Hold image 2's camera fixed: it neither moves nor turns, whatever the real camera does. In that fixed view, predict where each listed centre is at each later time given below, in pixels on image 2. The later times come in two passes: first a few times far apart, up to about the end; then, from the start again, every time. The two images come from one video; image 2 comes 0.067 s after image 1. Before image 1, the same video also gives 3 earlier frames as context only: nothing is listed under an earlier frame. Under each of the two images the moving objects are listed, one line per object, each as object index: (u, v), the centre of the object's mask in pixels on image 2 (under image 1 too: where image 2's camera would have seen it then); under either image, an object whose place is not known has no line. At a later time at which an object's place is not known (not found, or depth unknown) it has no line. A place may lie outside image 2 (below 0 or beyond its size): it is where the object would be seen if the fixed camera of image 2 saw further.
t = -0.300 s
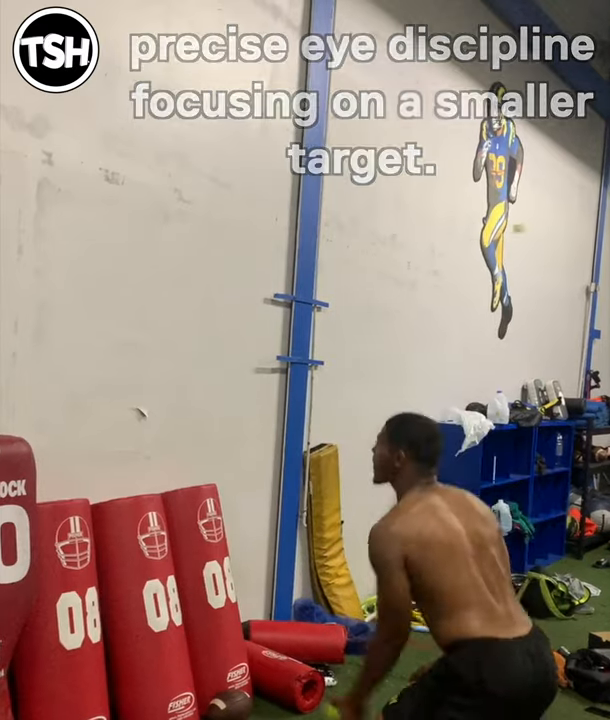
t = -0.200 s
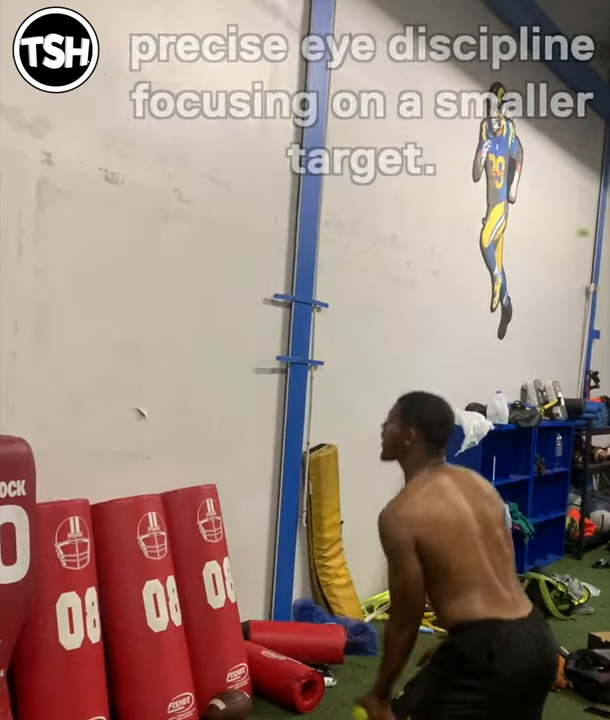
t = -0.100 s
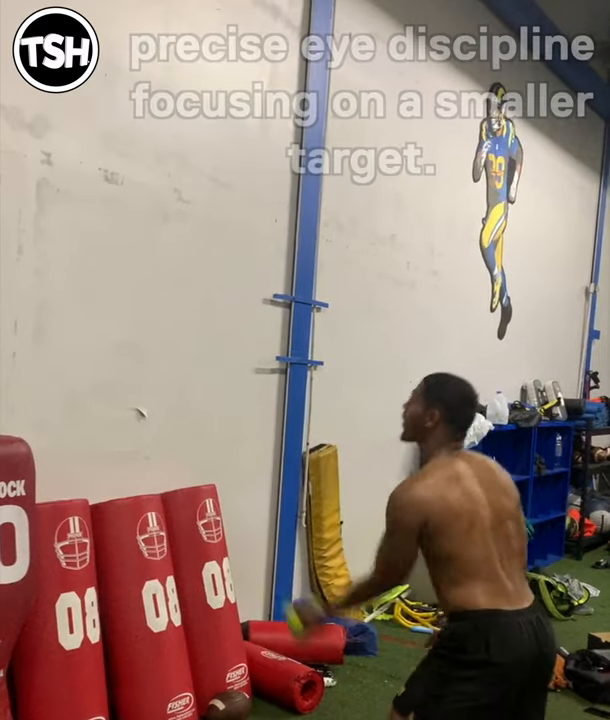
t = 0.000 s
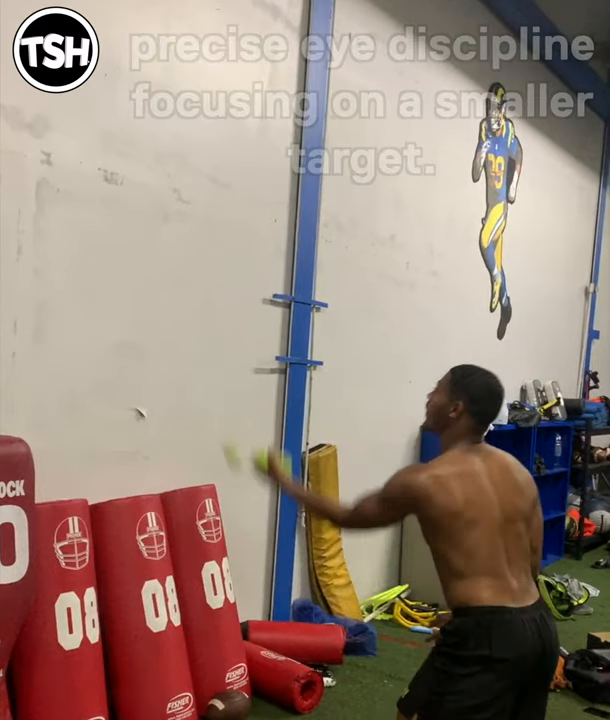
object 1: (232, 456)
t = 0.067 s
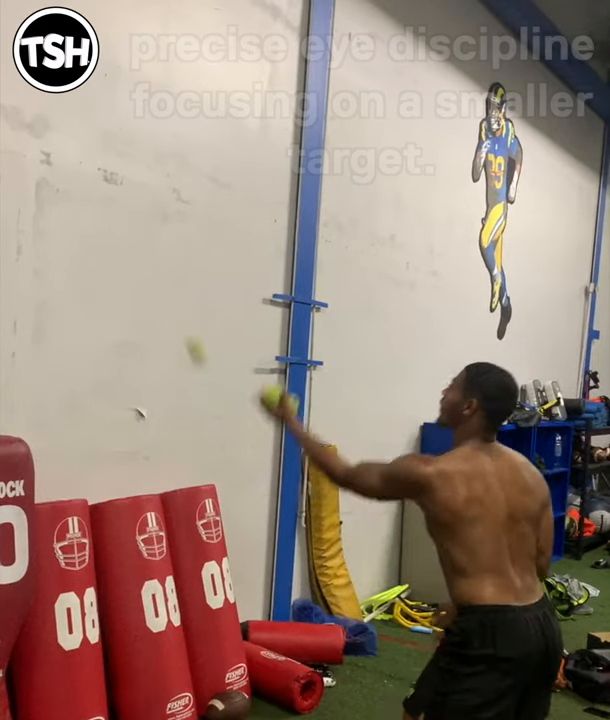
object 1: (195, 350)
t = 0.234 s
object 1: (113, 173)
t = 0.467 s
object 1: (167, 85)
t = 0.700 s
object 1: (300, 140)
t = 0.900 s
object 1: (412, 310)
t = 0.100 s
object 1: (178, 307)
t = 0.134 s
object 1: (161, 268)
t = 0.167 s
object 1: (145, 233)
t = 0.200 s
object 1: (129, 202)
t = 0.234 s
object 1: (113, 173)
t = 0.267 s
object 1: (97, 150)
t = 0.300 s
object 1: (82, 131)
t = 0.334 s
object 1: (94, 115)
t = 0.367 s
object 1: (112, 104)
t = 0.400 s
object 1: (130, 95)
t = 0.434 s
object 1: (149, 89)
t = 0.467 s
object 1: (167, 85)
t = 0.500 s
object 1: (186, 85)
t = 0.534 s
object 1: (205, 86)
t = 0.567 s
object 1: (224, 91)
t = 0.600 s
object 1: (242, 99)
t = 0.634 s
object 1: (261, 110)
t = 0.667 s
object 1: (280, 124)
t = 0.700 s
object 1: (300, 140)
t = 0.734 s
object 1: (319, 161)
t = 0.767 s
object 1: (338, 185)
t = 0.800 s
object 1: (356, 212)
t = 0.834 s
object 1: (375, 241)
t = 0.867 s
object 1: (394, 275)
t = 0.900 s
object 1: (412, 310)
